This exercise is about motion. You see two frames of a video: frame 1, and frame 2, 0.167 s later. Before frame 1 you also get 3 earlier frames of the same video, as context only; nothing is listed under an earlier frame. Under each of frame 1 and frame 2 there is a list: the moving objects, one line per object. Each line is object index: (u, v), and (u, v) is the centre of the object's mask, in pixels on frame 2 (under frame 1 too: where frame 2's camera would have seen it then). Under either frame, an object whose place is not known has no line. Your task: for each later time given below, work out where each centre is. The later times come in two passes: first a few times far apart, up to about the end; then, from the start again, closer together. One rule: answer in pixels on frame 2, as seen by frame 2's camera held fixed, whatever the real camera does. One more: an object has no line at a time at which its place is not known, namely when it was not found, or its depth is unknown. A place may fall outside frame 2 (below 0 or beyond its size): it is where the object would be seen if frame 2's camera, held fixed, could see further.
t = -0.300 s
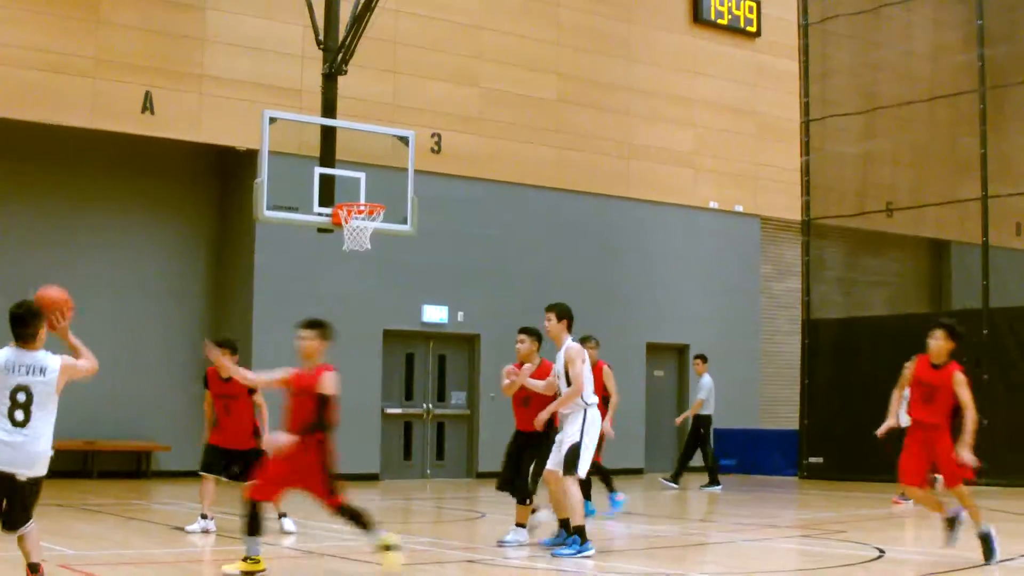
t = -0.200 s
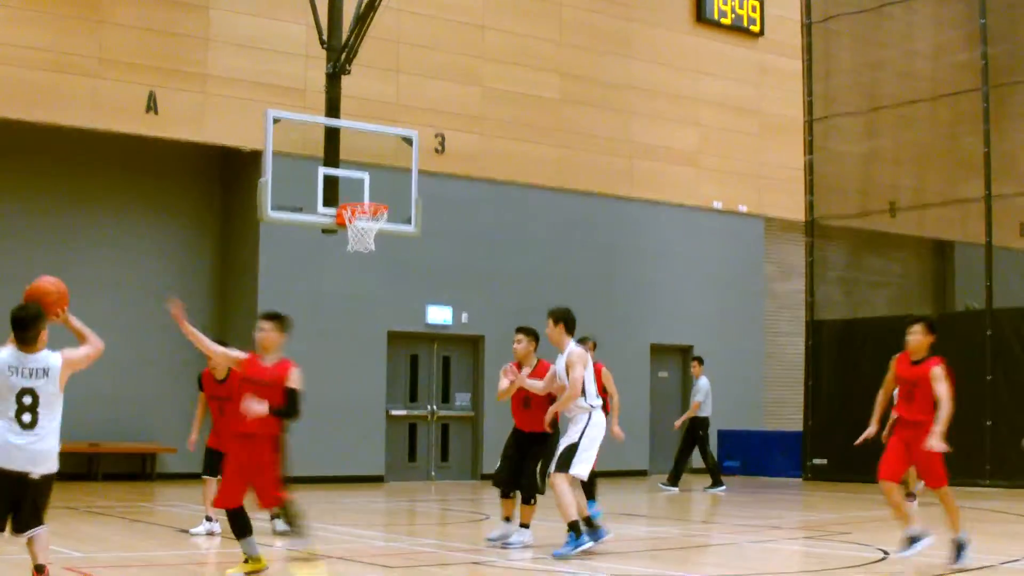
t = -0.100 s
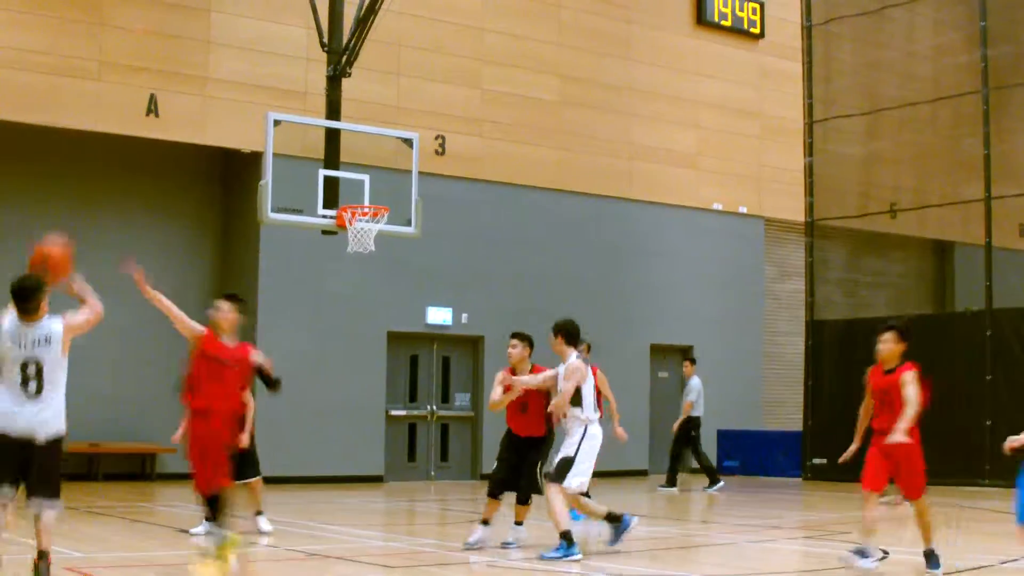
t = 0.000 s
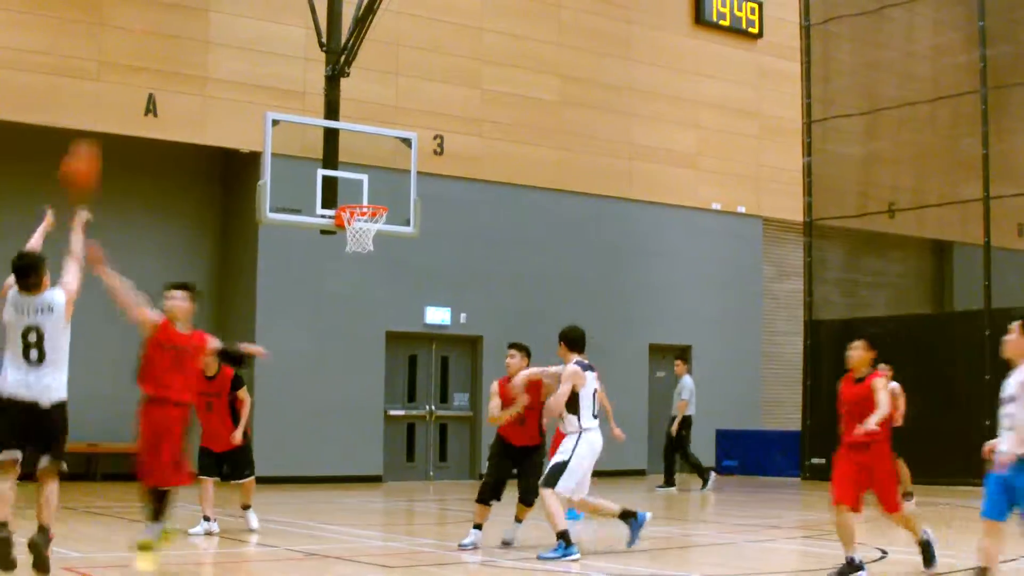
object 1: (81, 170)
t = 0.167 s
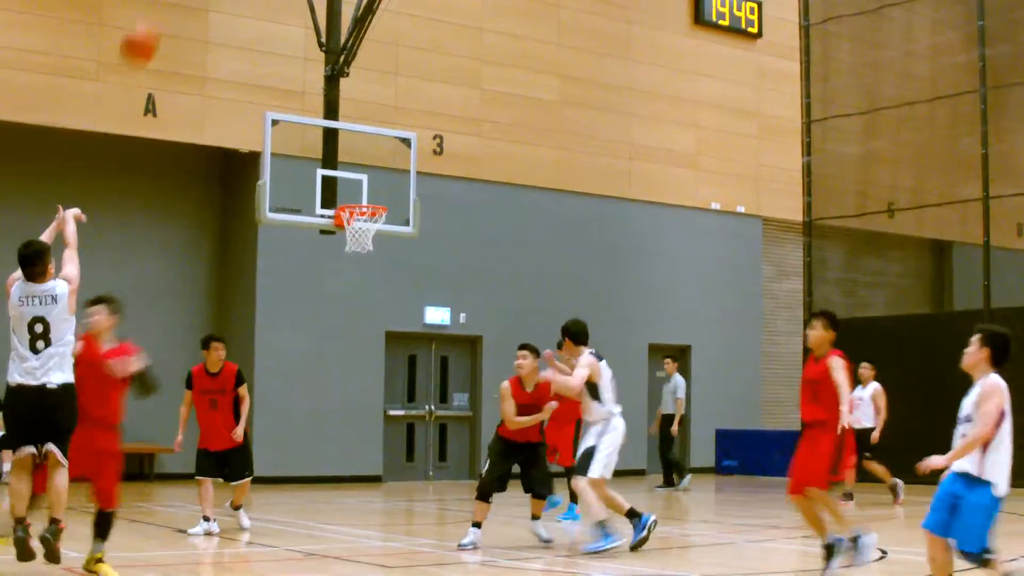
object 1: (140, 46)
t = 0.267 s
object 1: (170, 7)
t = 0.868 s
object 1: (296, 9)
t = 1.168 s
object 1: (333, 139)
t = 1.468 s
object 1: (409, 173)
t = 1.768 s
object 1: (499, 196)
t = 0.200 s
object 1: (151, 27)
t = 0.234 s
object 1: (160, 13)
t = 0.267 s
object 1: (170, 7)
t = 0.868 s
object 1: (296, 9)
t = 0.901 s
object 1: (299, 14)
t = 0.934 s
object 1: (305, 25)
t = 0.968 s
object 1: (309, 39)
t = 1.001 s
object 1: (314, 53)
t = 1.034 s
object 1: (318, 67)
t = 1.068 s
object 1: (323, 84)
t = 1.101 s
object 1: (326, 98)
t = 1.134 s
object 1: (329, 113)
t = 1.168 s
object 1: (333, 139)
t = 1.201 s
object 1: (334, 152)
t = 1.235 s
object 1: (339, 172)
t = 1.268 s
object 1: (343, 192)
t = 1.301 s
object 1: (352, 193)
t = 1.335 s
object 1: (364, 187)
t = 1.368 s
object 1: (376, 182)
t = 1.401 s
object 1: (385, 177)
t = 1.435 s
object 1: (396, 176)
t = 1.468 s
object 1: (409, 173)
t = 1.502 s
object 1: (418, 172)
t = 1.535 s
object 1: (429, 172)
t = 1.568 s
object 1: (440, 172)
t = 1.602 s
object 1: (449, 174)
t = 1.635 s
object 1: (458, 176)
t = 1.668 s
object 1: (469, 181)
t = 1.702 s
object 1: (479, 186)
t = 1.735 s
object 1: (489, 190)
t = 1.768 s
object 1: (499, 196)
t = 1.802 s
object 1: (508, 204)
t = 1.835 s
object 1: (517, 213)
